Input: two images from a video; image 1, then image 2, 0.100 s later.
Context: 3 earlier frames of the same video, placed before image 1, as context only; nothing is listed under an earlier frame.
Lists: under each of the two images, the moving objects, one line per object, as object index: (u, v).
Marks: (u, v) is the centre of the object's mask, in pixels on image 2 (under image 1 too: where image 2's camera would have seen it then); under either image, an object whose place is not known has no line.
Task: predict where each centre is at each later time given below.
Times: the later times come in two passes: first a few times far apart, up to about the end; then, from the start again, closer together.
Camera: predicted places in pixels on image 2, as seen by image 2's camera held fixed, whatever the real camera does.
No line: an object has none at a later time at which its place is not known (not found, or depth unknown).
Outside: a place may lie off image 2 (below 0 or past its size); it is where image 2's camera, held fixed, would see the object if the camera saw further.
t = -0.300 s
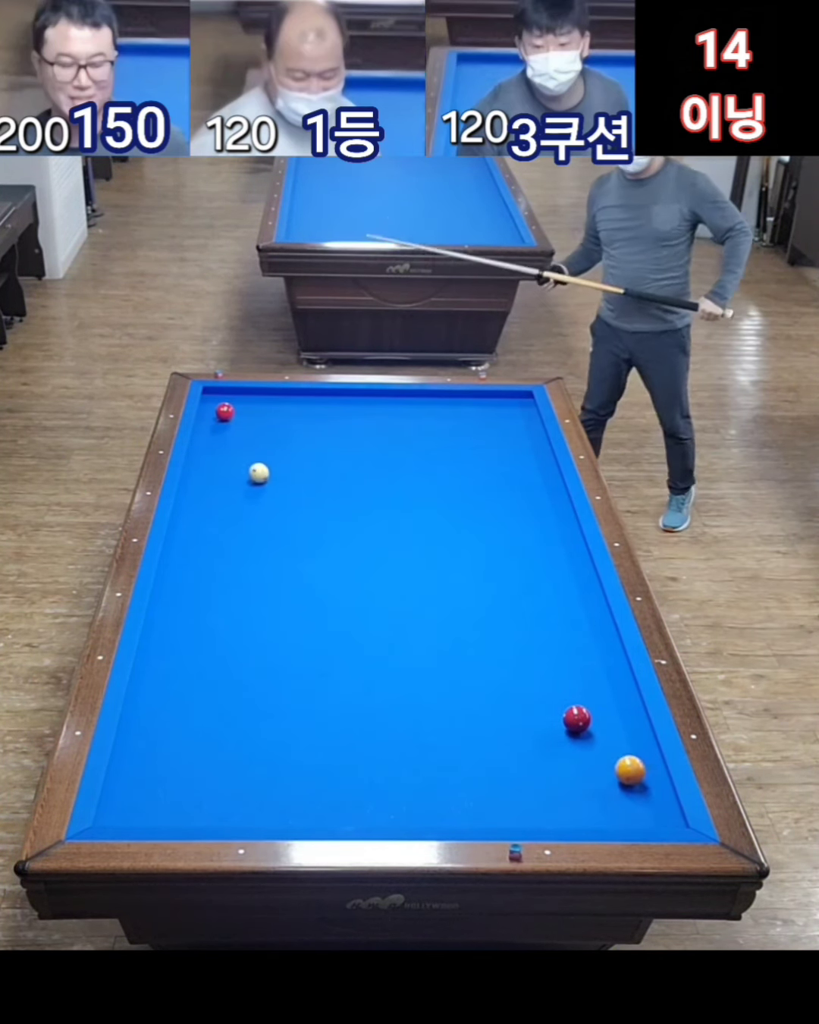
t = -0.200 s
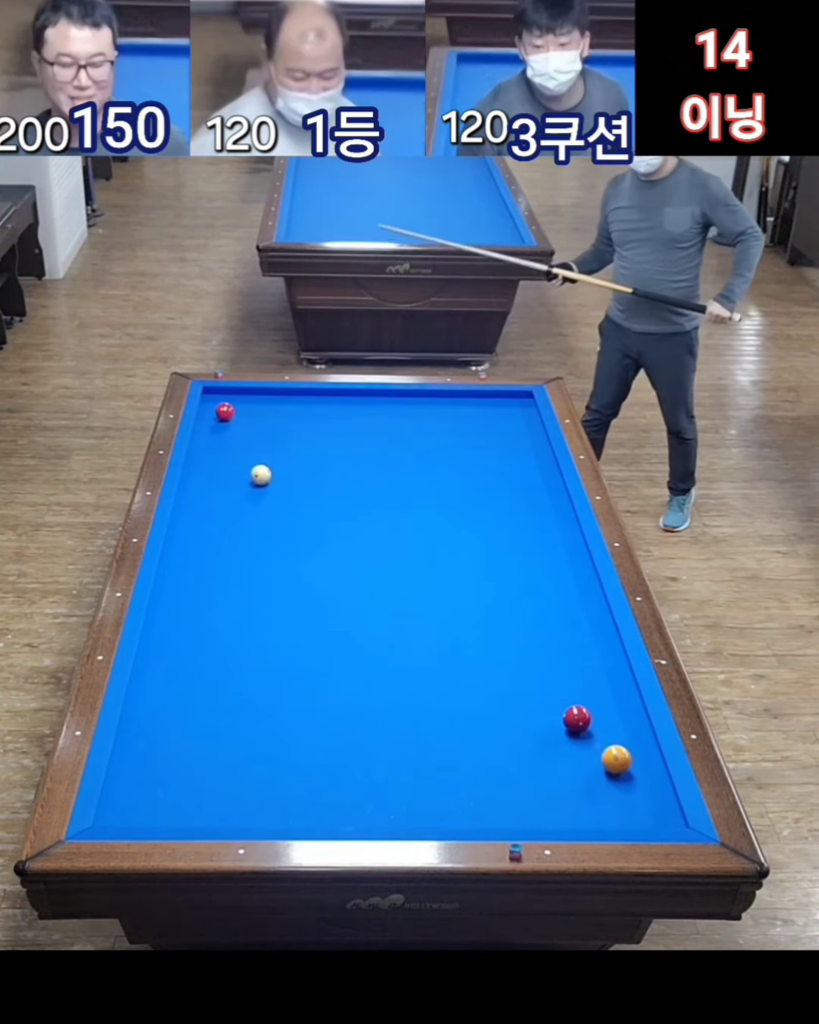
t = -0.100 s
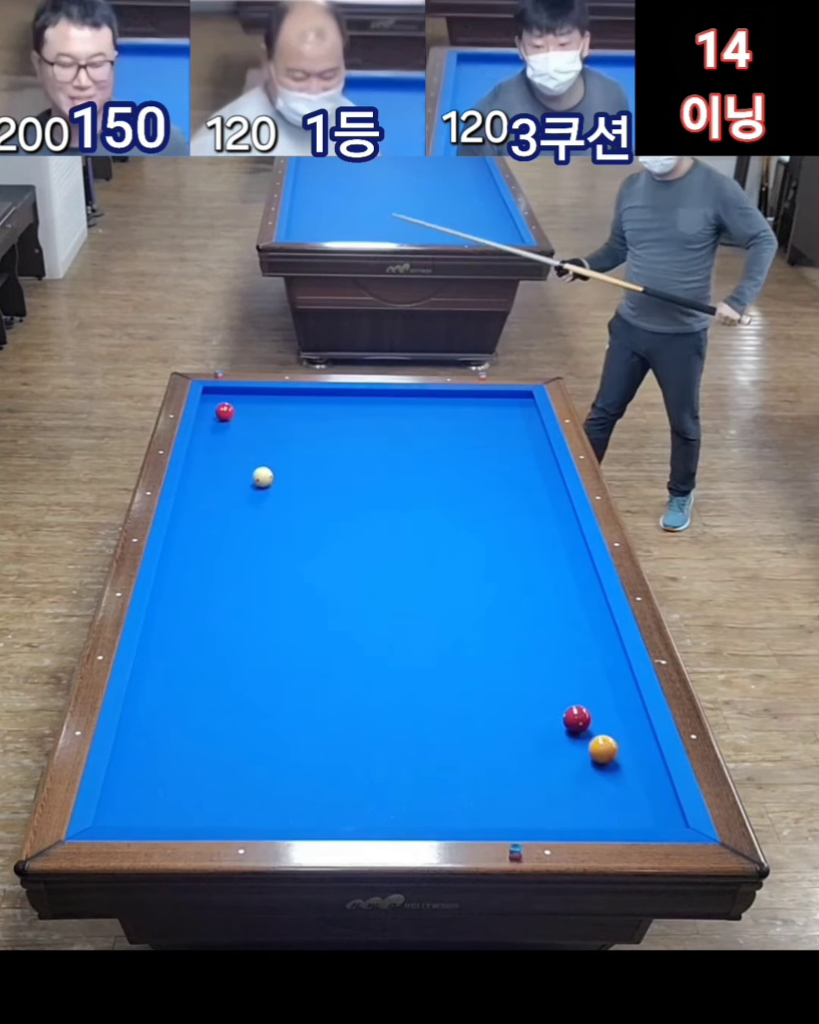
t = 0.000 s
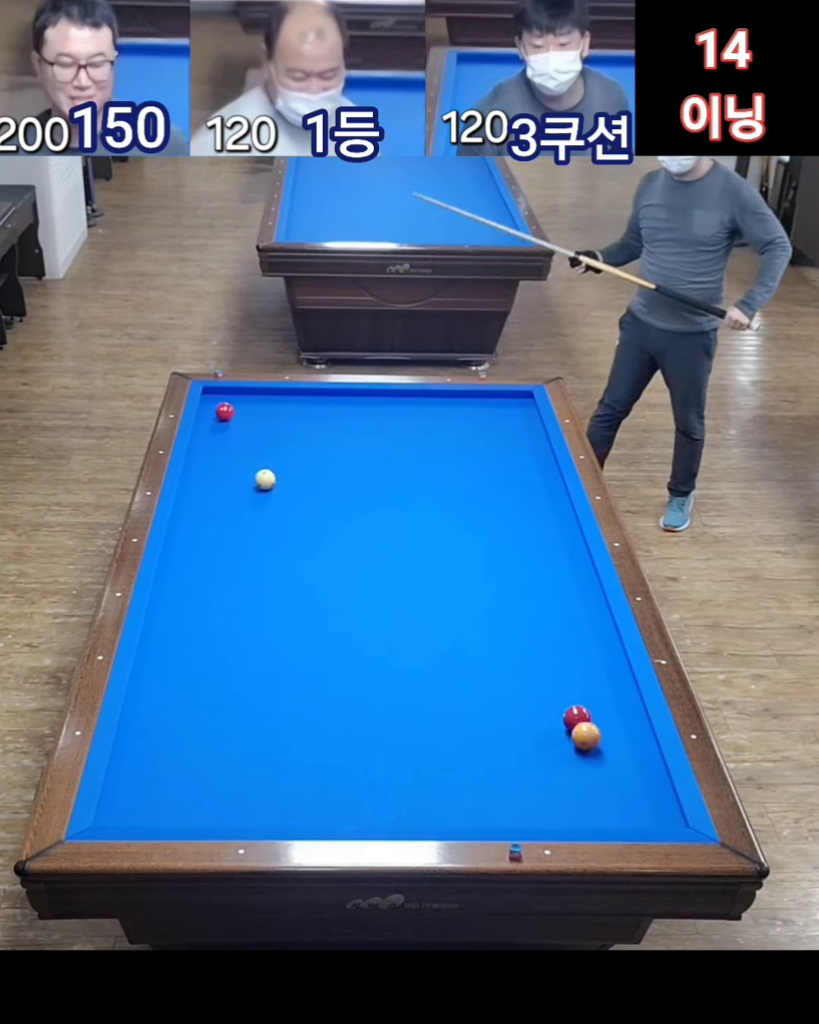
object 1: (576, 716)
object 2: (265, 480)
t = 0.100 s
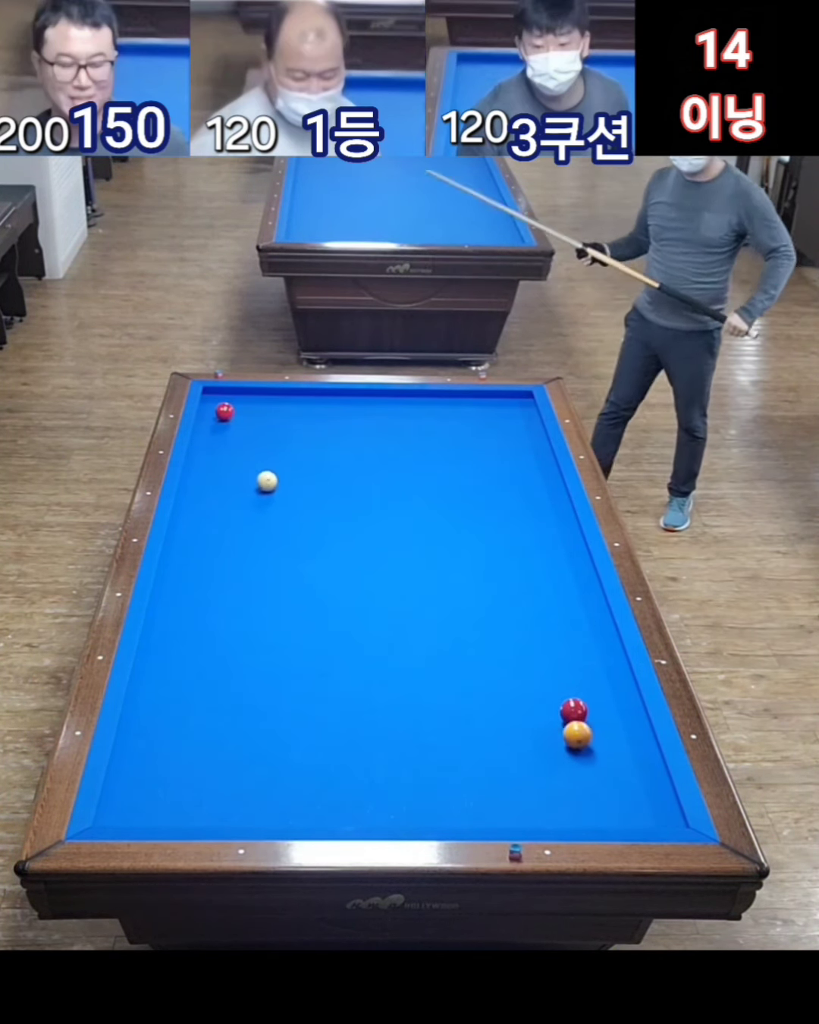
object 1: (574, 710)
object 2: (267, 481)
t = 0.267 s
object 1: (569, 702)
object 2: (270, 484)
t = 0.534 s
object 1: (564, 689)
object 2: (274, 488)
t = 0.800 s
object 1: (558, 674)
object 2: (278, 492)
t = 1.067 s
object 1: (552, 660)
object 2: (283, 497)
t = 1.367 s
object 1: (546, 648)
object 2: (287, 501)
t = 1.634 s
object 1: (543, 639)
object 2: (290, 504)
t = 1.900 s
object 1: (538, 629)
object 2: (293, 506)
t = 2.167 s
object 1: (534, 619)
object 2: (297, 509)
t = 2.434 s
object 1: (530, 610)
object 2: (299, 511)
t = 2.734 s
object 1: (527, 603)
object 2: (301, 512)
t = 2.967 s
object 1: (525, 597)
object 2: (303, 513)
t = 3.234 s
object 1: (522, 590)
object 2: (304, 514)
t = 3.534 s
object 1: (520, 583)
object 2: (305, 514)
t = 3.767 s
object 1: (518, 579)
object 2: (304, 514)
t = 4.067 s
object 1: (517, 575)
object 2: (304, 514)
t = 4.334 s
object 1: (517, 571)
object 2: (304, 514)
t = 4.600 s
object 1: (516, 567)
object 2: (304, 514)
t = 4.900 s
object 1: (515, 564)
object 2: (304, 514)
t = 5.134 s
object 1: (514, 563)
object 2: (304, 514)
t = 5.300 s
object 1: (514, 562)
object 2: (304, 514)
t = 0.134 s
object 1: (573, 709)
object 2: (268, 482)
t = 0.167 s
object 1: (572, 707)
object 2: (268, 482)
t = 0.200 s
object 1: (571, 706)
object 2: (269, 483)
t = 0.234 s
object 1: (570, 704)
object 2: (269, 484)
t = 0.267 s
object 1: (569, 702)
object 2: (270, 484)
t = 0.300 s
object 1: (568, 700)
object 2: (270, 485)
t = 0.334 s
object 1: (568, 698)
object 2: (271, 485)
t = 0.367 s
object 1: (567, 696)
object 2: (272, 486)
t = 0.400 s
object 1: (566, 694)
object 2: (272, 486)
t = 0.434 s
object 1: (566, 693)
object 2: (273, 487)
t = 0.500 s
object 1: (565, 690)
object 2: (273, 488)
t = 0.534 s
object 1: (564, 689)
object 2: (274, 488)
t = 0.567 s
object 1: (563, 687)
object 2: (274, 489)
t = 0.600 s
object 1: (563, 685)
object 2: (275, 489)
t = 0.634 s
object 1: (562, 684)
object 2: (276, 490)
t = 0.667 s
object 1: (561, 681)
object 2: (276, 490)
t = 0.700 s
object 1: (560, 680)
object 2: (277, 491)
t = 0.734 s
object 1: (560, 678)
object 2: (277, 491)
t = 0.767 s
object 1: (559, 677)
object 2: (278, 492)
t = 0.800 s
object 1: (558, 674)
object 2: (278, 492)
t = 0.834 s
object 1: (557, 673)
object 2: (279, 493)
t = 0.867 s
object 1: (557, 671)
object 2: (280, 493)
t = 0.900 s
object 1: (556, 670)
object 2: (280, 494)
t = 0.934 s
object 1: (555, 669)
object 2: (281, 494)
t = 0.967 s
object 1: (555, 666)
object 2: (281, 495)
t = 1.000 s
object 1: (554, 665)
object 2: (282, 495)
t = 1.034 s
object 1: (553, 662)
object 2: (283, 496)
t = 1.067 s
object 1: (552, 660)
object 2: (283, 497)
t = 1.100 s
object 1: (551, 659)
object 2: (284, 497)
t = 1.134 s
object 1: (551, 657)
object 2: (284, 498)
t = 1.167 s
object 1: (550, 656)
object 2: (285, 498)
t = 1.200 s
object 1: (549, 655)
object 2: (285, 499)
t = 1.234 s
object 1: (549, 653)
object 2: (286, 499)
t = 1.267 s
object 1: (548, 652)
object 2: (286, 500)
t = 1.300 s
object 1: (547, 651)
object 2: (287, 500)
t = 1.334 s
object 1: (547, 649)
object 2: (287, 500)
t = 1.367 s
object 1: (546, 648)
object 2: (287, 501)
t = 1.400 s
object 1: (546, 646)
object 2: (288, 501)
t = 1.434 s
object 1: (545, 645)
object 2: (288, 502)
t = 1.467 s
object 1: (545, 643)
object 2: (289, 502)
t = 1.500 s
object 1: (544, 642)
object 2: (289, 502)
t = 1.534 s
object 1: (544, 641)
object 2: (290, 503)
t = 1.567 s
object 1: (543, 640)
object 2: (290, 503)
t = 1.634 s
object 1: (543, 639)
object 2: (290, 504)
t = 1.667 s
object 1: (542, 637)
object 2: (291, 504)
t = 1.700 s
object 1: (541, 636)
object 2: (291, 504)
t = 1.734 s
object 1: (541, 635)
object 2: (291, 505)
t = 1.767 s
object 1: (540, 633)
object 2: (292, 505)
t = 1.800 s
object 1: (540, 632)
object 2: (292, 506)
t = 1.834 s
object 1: (539, 631)
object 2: (293, 506)
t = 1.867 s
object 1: (539, 630)
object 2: (293, 506)
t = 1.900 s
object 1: (538, 629)
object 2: (293, 506)
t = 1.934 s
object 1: (538, 628)
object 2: (294, 507)
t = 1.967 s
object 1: (537, 626)
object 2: (294, 507)
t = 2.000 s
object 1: (537, 625)
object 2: (295, 507)
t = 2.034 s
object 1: (536, 624)
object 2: (295, 508)
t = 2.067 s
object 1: (536, 623)
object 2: (295, 508)
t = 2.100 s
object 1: (535, 622)
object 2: (296, 508)
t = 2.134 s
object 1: (535, 620)
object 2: (296, 509)
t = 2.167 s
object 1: (534, 619)
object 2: (297, 509)
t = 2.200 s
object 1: (533, 617)
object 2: (297, 509)
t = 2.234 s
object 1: (532, 616)
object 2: (297, 510)
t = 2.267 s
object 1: (532, 615)
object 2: (298, 510)
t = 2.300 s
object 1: (531, 614)
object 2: (298, 510)
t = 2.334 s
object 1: (531, 613)
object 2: (299, 510)
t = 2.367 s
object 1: (531, 612)
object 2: (299, 511)
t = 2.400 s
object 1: (530, 611)
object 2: (299, 511)
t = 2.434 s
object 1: (530, 610)
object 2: (299, 511)
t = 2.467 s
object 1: (529, 609)
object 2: (300, 511)
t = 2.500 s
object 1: (529, 609)
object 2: (300, 511)
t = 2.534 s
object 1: (528, 607)
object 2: (300, 511)
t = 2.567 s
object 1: (528, 606)
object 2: (300, 512)
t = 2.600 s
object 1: (528, 606)
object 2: (301, 512)
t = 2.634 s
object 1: (528, 605)
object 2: (301, 512)
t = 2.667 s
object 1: (527, 604)
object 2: (301, 512)
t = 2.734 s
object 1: (527, 603)
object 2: (301, 512)
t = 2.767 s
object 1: (526, 602)
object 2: (301, 513)
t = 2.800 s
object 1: (526, 601)
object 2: (302, 513)
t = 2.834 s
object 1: (526, 600)
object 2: (302, 513)
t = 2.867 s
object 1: (525, 599)
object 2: (302, 513)
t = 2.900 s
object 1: (525, 599)
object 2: (302, 513)
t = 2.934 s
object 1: (525, 598)
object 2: (302, 513)
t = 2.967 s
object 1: (525, 597)
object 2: (303, 513)
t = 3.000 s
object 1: (524, 596)
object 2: (303, 513)
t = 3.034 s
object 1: (524, 595)
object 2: (303, 514)
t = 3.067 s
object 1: (524, 594)
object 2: (303, 514)
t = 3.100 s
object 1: (523, 594)
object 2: (303, 514)
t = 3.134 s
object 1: (523, 593)
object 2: (303, 514)
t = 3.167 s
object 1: (523, 592)
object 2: (304, 514)
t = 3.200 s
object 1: (522, 591)
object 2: (304, 514)
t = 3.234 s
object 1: (522, 590)
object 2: (304, 514)
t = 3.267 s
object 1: (522, 589)
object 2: (304, 514)
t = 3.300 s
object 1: (522, 588)
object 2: (304, 514)
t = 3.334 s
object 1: (521, 587)
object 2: (304, 514)
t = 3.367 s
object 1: (521, 587)
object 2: (304, 514)
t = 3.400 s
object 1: (521, 586)
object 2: (304, 514)
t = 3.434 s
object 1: (520, 585)
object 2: (304, 514)
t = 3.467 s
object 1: (520, 585)
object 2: (305, 514)
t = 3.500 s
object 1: (520, 584)
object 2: (305, 514)
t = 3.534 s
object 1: (520, 583)
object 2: (305, 514)
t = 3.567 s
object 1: (519, 583)
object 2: (305, 514)
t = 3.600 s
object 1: (519, 582)
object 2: (305, 514)
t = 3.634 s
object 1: (519, 581)
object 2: (305, 514)
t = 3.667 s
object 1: (519, 581)
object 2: (305, 514)
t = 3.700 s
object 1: (519, 580)
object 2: (305, 514)
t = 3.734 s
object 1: (518, 580)
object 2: (304, 514)
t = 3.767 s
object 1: (518, 579)
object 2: (304, 514)
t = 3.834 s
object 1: (518, 578)
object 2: (304, 514)
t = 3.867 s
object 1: (518, 578)
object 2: (304, 514)
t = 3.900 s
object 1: (518, 577)
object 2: (304, 514)
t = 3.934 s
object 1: (518, 577)
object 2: (304, 514)
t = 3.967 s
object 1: (518, 576)
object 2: (304, 514)
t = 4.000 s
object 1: (517, 576)
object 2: (304, 514)
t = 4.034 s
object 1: (517, 575)
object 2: (304, 514)
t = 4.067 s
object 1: (517, 575)
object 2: (304, 514)
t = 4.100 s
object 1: (517, 574)
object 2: (304, 514)
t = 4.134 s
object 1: (517, 574)
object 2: (304, 514)
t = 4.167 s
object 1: (517, 573)
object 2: (304, 514)
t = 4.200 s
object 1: (517, 573)
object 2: (304, 514)
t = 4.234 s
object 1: (517, 572)
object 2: (304, 514)
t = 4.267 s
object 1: (517, 572)
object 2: (304, 514)
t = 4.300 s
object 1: (517, 571)
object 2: (304, 514)
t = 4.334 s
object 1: (517, 571)
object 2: (304, 514)
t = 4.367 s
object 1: (517, 570)
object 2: (304, 514)
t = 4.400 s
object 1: (517, 570)
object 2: (304, 514)
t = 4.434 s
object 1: (516, 569)
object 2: (304, 514)
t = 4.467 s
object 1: (516, 569)
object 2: (304, 514)
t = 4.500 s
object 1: (516, 568)
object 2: (304, 514)
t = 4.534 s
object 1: (516, 568)
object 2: (304, 514)
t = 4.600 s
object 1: (516, 567)
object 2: (304, 514)
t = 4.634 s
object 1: (516, 567)
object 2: (304, 514)
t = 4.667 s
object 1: (516, 567)
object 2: (304, 514)
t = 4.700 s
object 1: (516, 566)
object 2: (304, 514)
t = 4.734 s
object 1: (516, 566)
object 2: (304, 514)
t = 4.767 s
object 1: (515, 566)
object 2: (304, 514)
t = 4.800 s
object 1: (515, 565)
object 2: (304, 514)
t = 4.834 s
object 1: (515, 565)
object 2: (304, 514)
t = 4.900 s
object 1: (515, 564)
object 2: (304, 514)
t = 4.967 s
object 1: (515, 564)
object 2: (304, 514)
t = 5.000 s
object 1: (514, 564)
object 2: (304, 514)
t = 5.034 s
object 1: (514, 564)
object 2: (304, 514)
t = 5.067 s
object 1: (514, 563)
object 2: (304, 514)
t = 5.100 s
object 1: (514, 563)
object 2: (304, 514)
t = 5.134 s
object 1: (514, 563)
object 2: (304, 514)
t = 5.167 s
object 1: (514, 563)
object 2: (304, 514)
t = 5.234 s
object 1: (514, 562)
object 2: (304, 514)
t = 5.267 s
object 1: (514, 562)
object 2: (304, 514)
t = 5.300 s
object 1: (514, 562)
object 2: (304, 514)
